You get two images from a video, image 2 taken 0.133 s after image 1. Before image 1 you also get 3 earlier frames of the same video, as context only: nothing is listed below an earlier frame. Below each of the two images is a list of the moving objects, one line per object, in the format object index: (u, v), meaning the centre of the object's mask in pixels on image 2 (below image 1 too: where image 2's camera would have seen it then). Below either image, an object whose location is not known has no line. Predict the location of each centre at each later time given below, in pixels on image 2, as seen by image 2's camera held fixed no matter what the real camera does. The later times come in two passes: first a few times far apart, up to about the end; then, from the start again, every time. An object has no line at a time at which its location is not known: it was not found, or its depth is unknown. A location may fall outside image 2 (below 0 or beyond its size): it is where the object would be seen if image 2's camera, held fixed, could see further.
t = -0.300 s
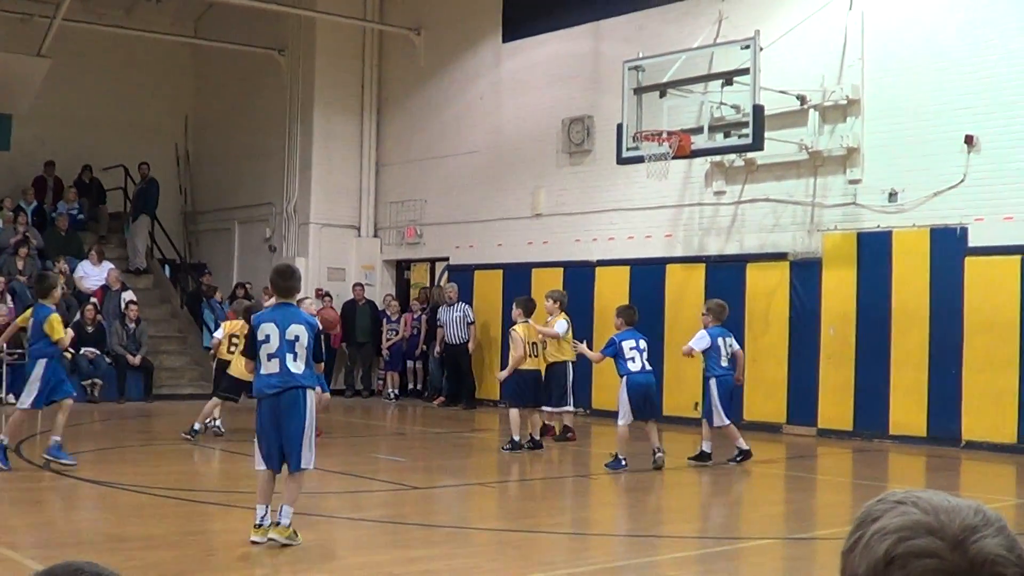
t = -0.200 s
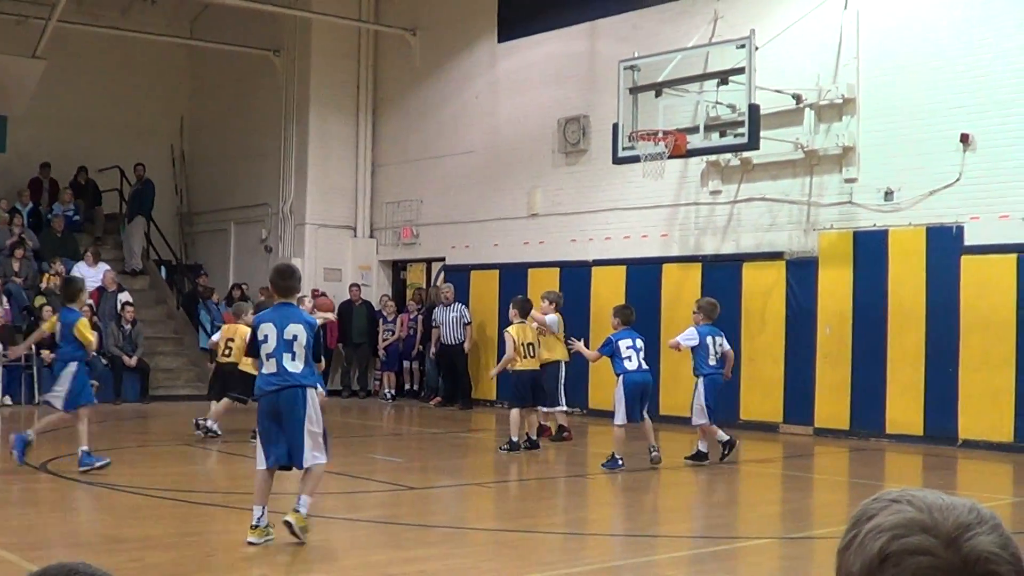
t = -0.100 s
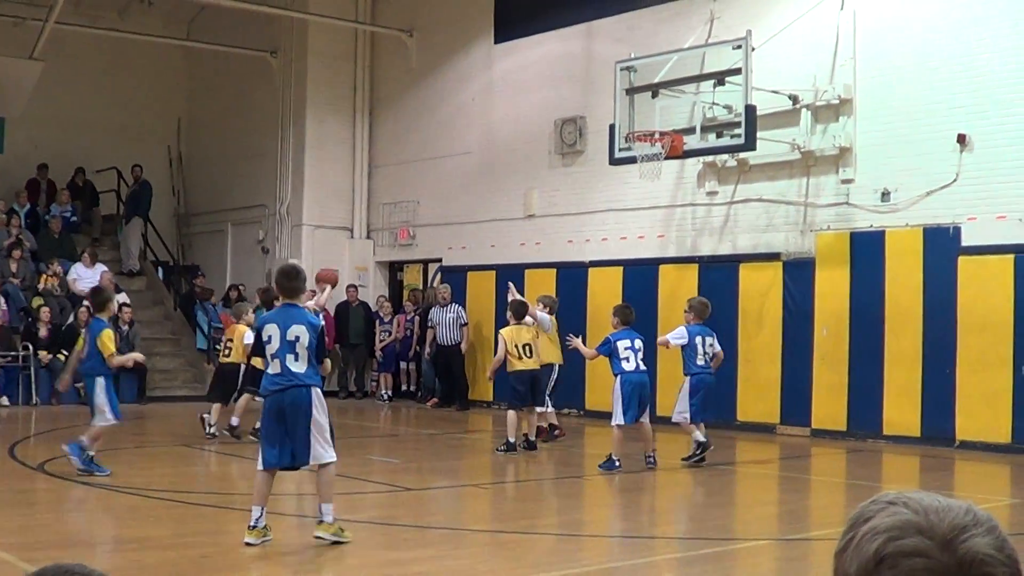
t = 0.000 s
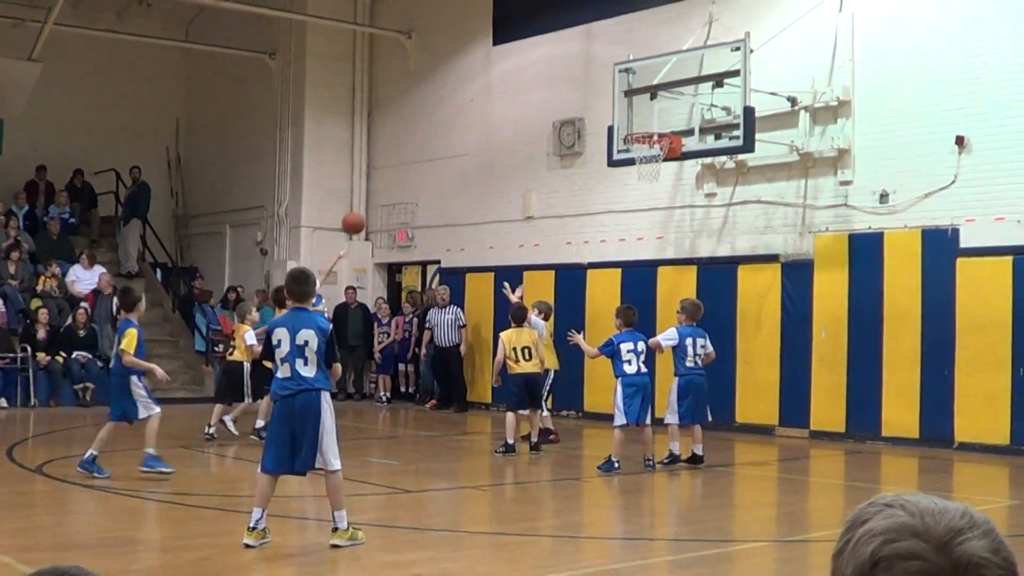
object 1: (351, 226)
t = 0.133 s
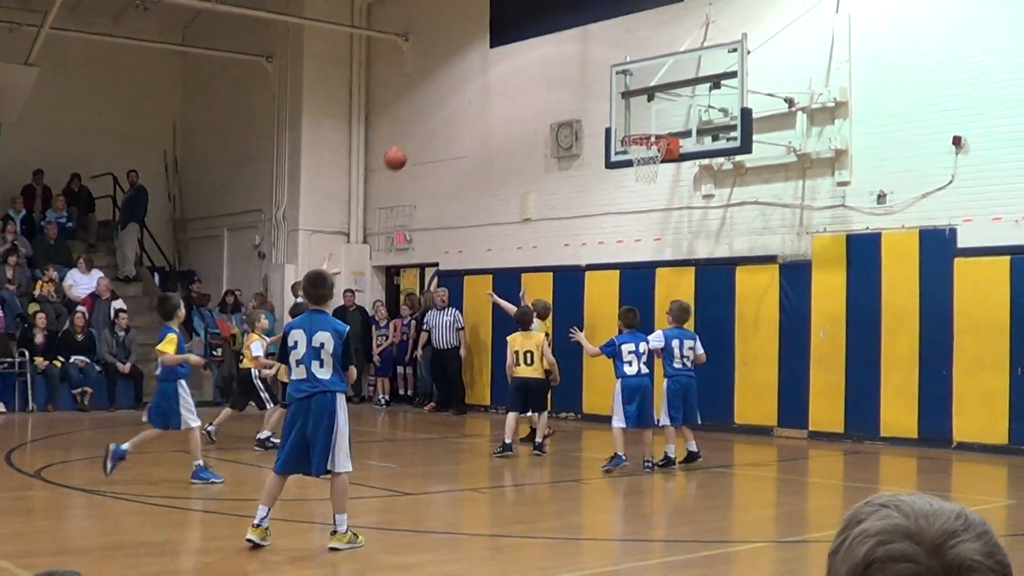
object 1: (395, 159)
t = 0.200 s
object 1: (417, 131)
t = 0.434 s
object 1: (491, 74)
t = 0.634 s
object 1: (554, 68)
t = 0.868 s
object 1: (624, 109)
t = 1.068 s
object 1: (667, 167)
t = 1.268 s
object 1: (664, 202)
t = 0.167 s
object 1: (406, 145)
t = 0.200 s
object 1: (417, 131)
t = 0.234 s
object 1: (427, 120)
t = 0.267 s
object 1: (438, 110)
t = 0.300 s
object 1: (449, 101)
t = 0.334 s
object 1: (460, 93)
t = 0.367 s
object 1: (470, 85)
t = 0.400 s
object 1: (481, 79)
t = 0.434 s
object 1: (491, 74)
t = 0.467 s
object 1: (502, 71)
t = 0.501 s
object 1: (512, 68)
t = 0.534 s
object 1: (523, 66)
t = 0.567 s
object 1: (533, 66)
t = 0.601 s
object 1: (543, 66)
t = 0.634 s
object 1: (554, 68)
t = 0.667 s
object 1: (564, 70)
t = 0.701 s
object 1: (574, 74)
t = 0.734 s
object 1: (584, 79)
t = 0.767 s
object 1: (594, 85)
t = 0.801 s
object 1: (604, 91)
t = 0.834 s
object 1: (614, 99)
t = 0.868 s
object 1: (624, 109)
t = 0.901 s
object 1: (634, 118)
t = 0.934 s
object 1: (644, 129)
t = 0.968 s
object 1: (652, 144)
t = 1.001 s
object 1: (663, 154)
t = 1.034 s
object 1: (668, 162)
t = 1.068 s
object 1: (667, 167)
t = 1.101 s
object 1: (667, 168)
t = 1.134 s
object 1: (666, 172)
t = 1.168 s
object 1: (666, 178)
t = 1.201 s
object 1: (665, 185)
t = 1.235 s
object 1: (664, 193)
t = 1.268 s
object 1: (664, 202)
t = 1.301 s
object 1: (663, 213)
